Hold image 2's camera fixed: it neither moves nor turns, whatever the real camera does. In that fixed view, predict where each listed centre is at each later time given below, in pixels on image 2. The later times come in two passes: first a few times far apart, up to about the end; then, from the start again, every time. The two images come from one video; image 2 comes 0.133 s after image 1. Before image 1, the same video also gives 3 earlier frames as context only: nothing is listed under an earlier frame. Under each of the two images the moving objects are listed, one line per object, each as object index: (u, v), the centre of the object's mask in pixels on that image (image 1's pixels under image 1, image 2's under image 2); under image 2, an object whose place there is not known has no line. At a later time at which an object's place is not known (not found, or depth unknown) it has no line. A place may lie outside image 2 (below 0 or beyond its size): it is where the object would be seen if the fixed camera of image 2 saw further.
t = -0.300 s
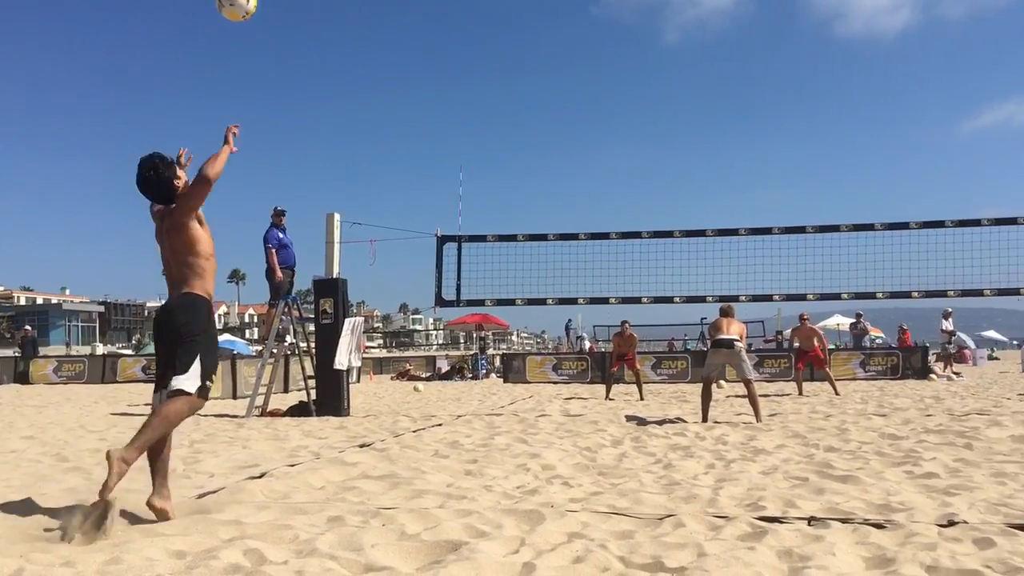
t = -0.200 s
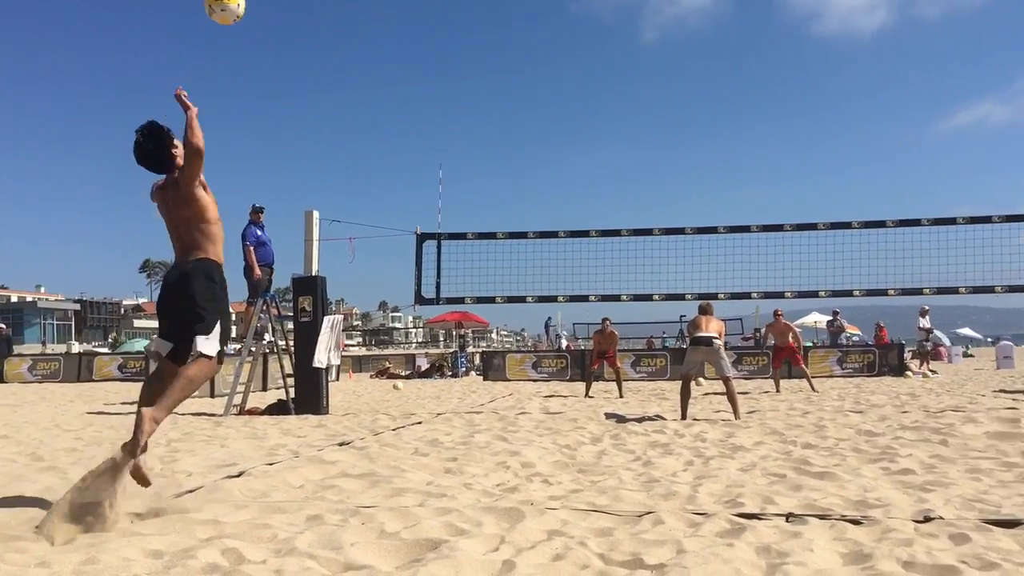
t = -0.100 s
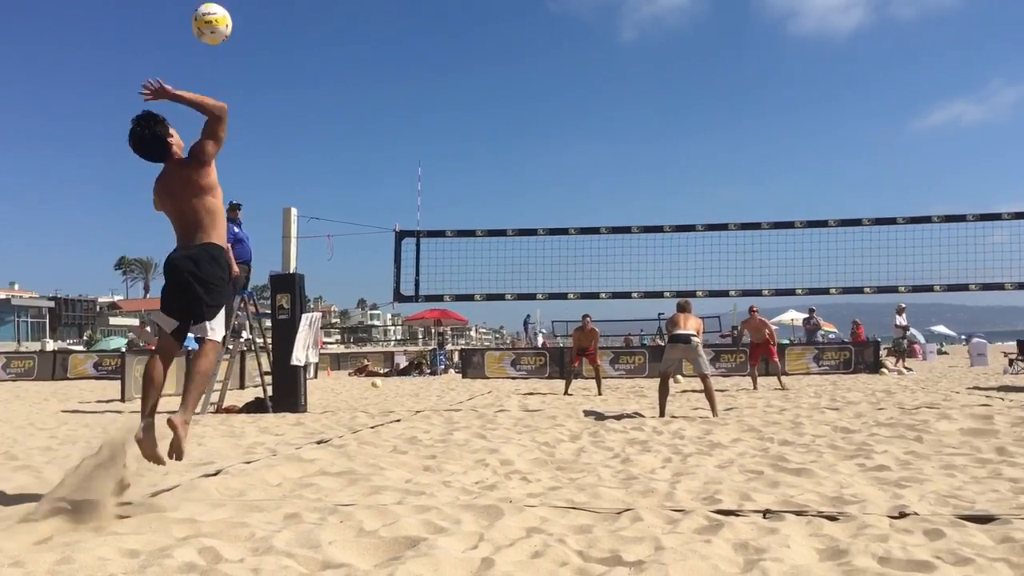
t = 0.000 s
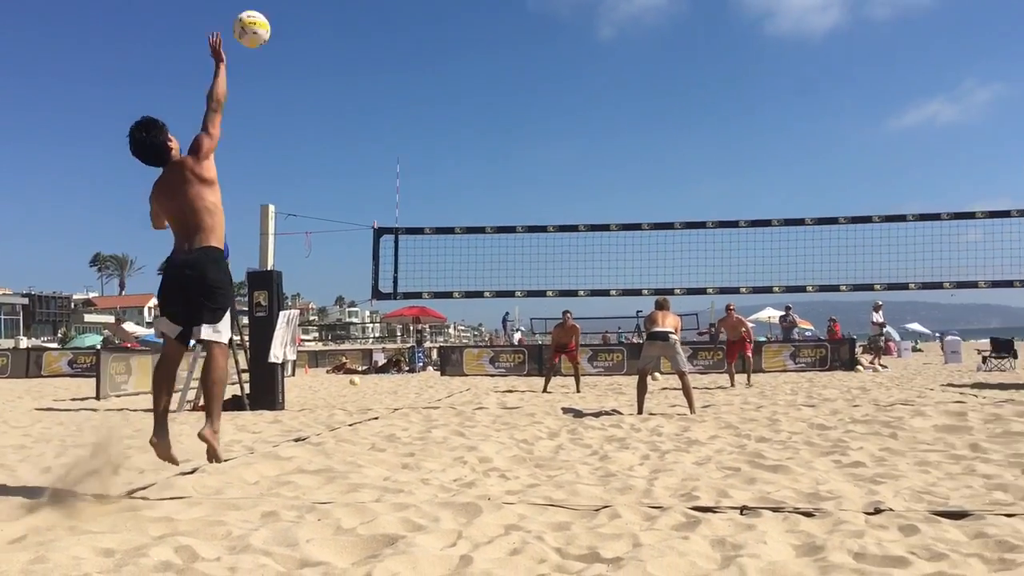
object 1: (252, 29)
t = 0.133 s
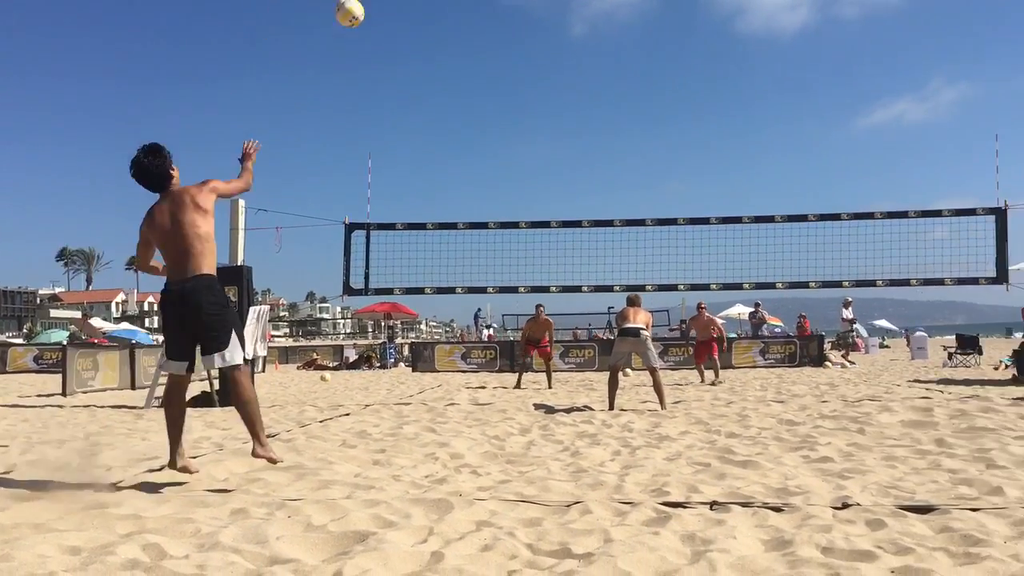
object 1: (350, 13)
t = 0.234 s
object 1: (413, 22)
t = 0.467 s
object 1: (506, 71)
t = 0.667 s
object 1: (556, 128)
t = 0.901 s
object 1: (593, 205)
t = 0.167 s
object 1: (373, 14)
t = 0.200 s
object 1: (394, 18)
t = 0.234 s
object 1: (413, 22)
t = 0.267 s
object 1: (430, 26)
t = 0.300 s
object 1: (446, 33)
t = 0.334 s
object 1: (459, 39)
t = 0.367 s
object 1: (472, 46)
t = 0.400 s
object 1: (485, 54)
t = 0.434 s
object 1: (496, 62)
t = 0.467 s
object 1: (506, 71)
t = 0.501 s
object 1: (516, 80)
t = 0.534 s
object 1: (525, 89)
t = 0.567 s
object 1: (534, 99)
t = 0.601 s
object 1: (541, 109)
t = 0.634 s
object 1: (549, 119)
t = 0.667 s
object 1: (556, 128)
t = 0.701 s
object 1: (562, 138)
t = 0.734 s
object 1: (568, 148)
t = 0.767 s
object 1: (574, 160)
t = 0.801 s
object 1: (579, 170)
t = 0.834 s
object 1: (584, 182)
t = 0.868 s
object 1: (588, 193)
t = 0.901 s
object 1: (593, 205)
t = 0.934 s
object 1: (598, 214)
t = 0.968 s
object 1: (603, 230)
